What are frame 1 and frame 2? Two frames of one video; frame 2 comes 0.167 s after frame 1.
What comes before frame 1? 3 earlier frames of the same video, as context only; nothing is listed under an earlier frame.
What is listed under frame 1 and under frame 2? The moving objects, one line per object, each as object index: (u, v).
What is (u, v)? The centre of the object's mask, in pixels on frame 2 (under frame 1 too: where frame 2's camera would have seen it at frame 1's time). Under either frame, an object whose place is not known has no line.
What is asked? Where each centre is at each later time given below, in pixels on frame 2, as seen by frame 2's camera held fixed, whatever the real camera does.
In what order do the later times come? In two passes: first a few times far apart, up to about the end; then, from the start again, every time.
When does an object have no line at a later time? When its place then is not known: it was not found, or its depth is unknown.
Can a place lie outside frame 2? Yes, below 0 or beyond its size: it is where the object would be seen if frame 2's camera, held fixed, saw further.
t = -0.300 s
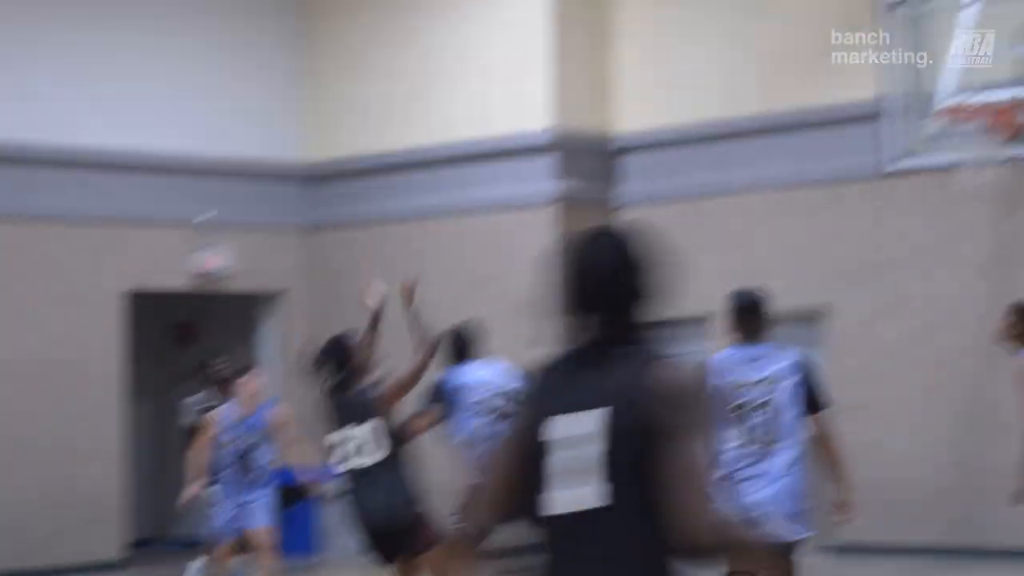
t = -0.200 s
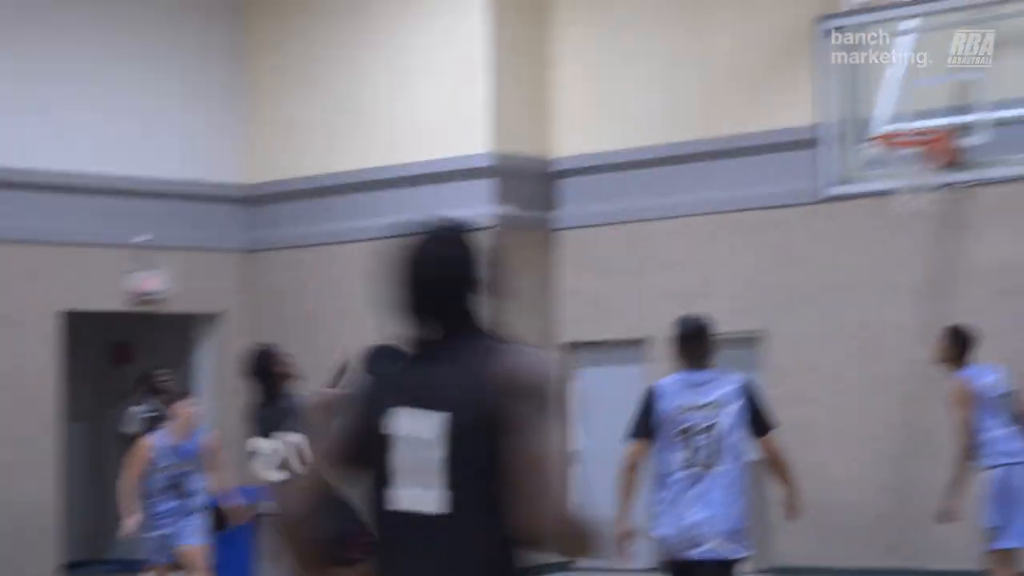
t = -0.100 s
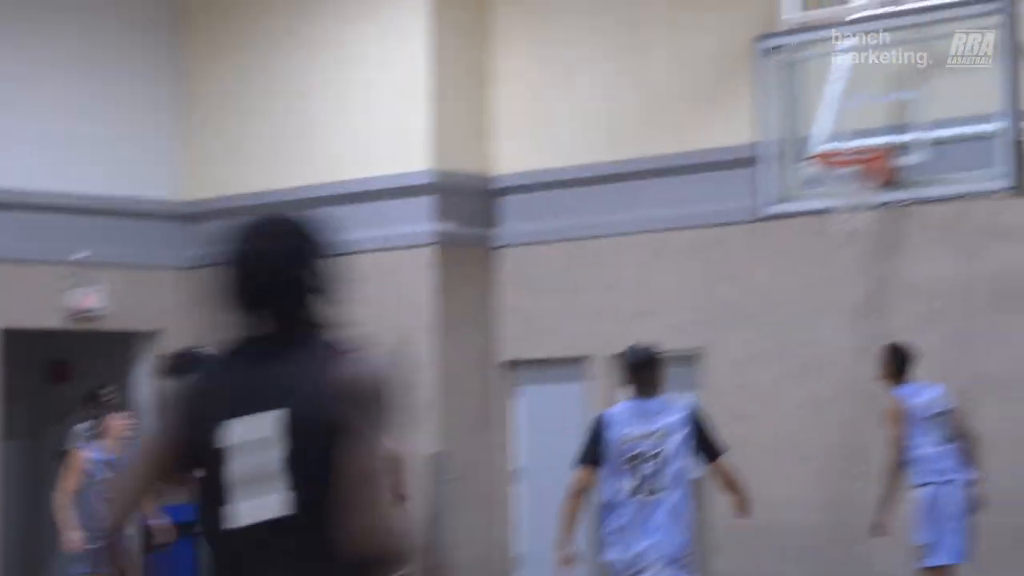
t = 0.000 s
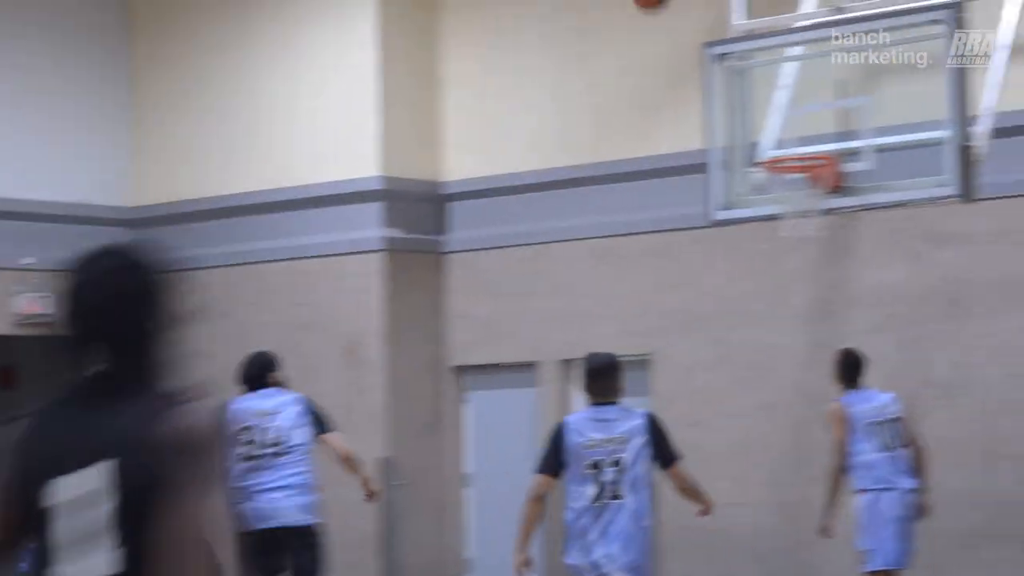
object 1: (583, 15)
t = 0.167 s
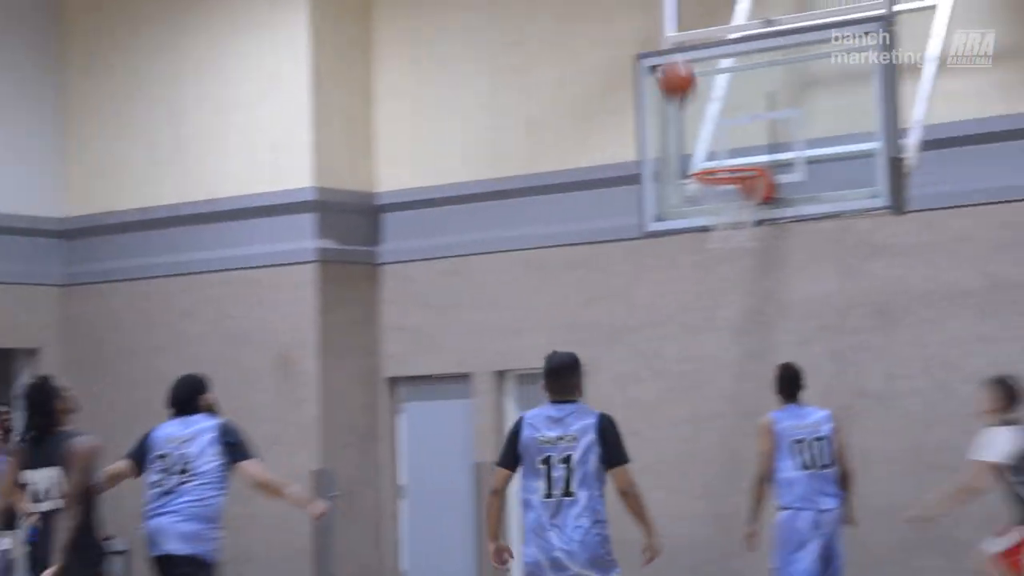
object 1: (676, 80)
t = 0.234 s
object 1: (711, 121)
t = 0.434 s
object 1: (715, 222)
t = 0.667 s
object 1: (669, 282)
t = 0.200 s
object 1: (694, 99)
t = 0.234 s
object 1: (711, 121)
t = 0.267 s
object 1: (729, 143)
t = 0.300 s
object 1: (747, 176)
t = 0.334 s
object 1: (742, 186)
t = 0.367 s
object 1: (732, 200)
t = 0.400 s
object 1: (725, 215)
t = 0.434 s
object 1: (715, 222)
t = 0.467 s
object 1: (709, 225)
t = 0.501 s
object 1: (702, 230)
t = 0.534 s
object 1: (695, 237)
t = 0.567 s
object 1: (689, 245)
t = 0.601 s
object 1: (682, 255)
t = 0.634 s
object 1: (676, 268)
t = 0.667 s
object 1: (669, 282)
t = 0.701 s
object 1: (663, 298)
